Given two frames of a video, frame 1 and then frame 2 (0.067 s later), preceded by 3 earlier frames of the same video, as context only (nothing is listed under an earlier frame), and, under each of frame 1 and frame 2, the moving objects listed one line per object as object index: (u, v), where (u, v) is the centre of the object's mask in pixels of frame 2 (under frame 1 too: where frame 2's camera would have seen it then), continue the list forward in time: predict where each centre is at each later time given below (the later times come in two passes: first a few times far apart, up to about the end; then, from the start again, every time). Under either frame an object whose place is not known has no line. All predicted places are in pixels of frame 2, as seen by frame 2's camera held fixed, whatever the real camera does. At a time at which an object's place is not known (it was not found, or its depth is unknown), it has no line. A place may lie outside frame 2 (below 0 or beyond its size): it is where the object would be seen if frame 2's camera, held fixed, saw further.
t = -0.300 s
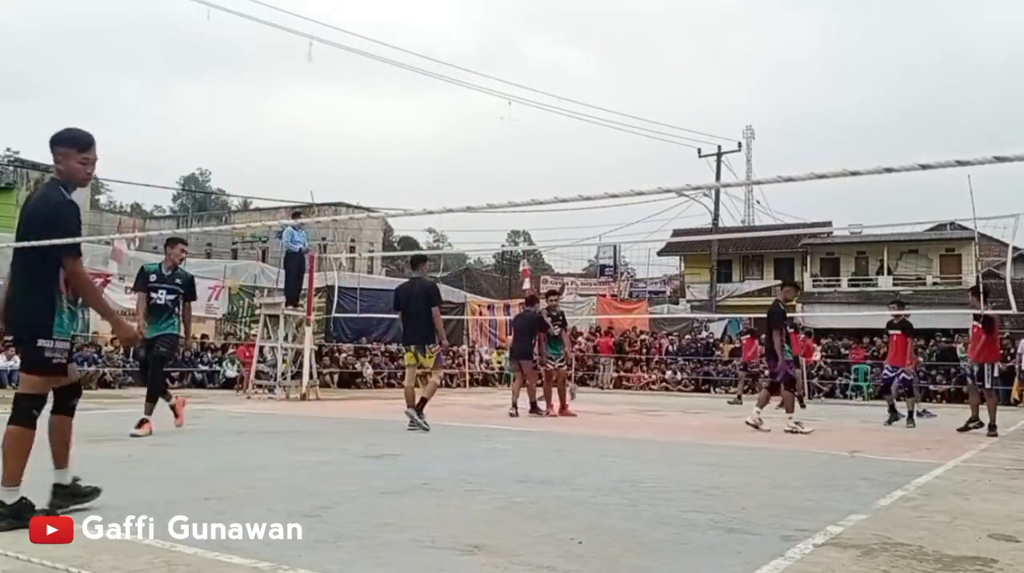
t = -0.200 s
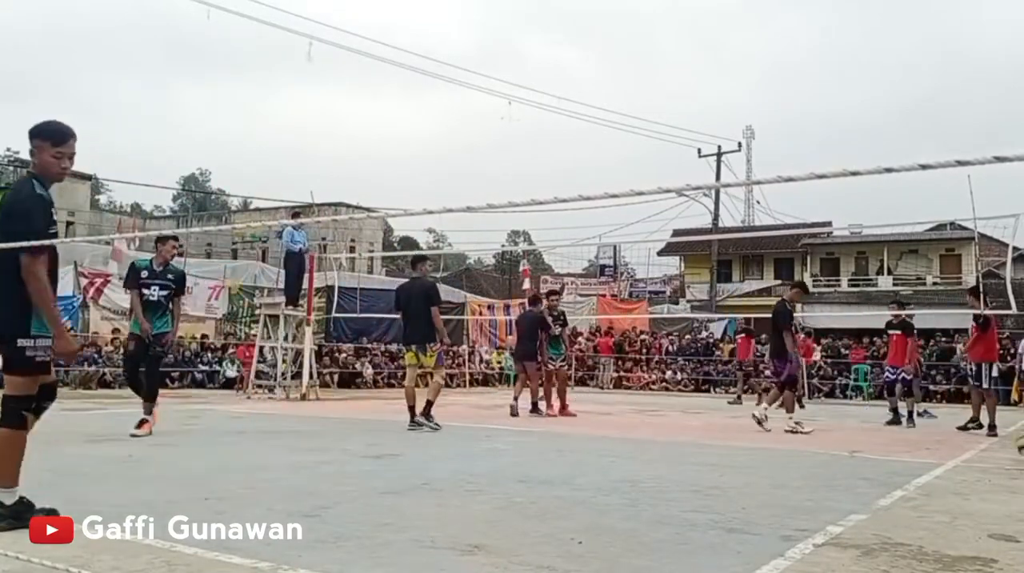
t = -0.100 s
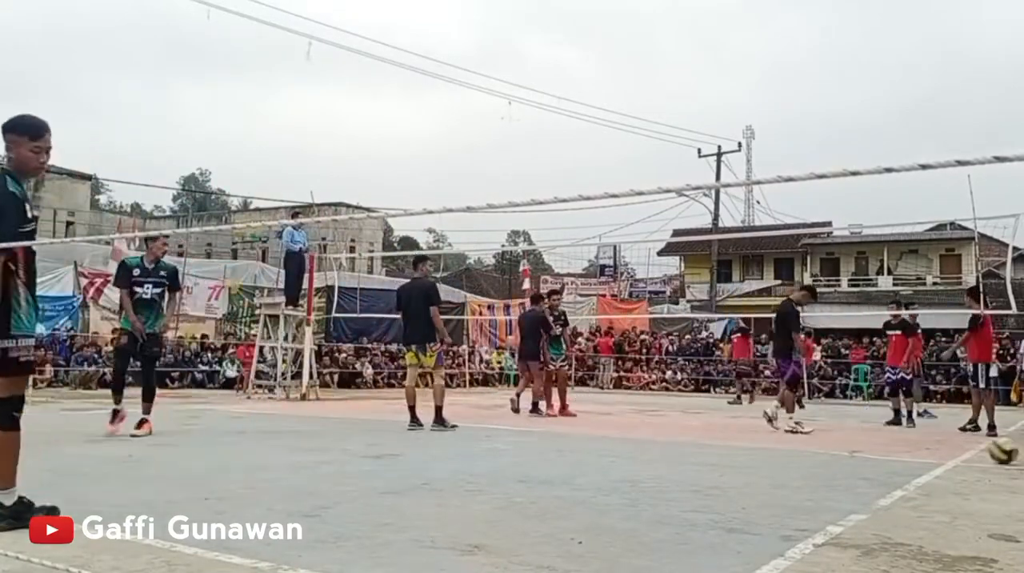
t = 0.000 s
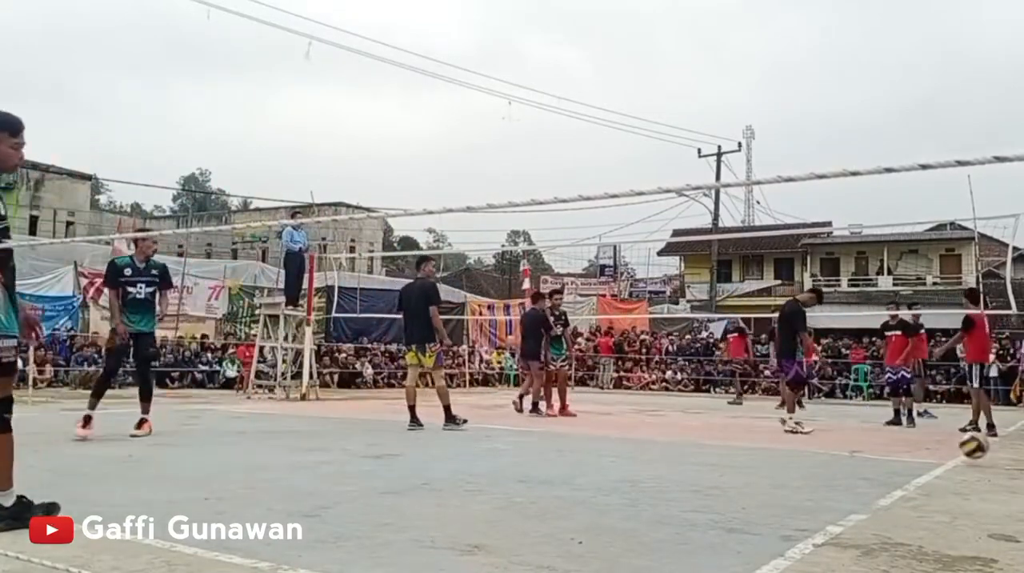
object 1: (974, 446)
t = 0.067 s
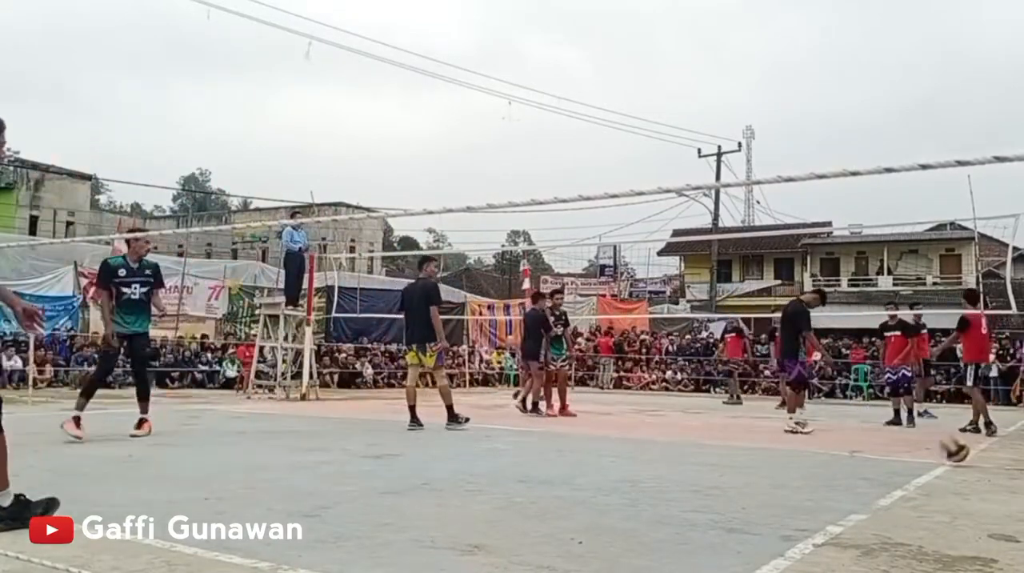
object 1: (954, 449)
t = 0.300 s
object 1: (881, 452)
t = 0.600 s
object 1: (781, 449)
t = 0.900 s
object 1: (666, 453)
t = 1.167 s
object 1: (558, 457)
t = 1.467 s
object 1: (424, 464)
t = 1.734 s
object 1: (288, 468)
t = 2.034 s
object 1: (115, 476)
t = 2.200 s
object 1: (16, 478)
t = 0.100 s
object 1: (944, 452)
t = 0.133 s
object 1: (933, 450)
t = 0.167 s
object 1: (924, 447)
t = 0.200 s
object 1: (914, 446)
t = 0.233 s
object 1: (904, 447)
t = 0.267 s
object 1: (891, 449)
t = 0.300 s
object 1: (881, 452)
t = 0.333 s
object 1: (870, 453)
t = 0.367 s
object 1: (860, 449)
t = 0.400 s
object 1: (849, 447)
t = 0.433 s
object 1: (838, 448)
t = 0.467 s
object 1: (826, 447)
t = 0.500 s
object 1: (815, 450)
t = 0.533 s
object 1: (803, 455)
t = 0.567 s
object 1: (791, 451)
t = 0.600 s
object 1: (781, 449)
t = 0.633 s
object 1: (768, 450)
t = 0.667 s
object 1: (754, 453)
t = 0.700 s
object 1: (743, 454)
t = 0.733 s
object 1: (730, 454)
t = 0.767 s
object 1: (718, 453)
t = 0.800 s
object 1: (705, 455)
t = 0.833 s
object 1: (693, 458)
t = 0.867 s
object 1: (678, 457)
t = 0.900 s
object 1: (666, 453)
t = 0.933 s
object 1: (653, 454)
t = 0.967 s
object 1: (640, 456)
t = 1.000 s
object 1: (627, 458)
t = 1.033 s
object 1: (615, 456)
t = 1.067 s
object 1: (599, 456)
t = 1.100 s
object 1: (586, 455)
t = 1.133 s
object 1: (572, 459)
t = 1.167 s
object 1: (558, 457)
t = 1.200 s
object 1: (544, 456)
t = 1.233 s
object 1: (530, 456)
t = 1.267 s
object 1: (515, 459)
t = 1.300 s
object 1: (501, 460)
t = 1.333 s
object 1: (485, 460)
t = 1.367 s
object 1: (470, 462)
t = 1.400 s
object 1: (455, 461)
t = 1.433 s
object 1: (439, 463)
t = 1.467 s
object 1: (424, 464)
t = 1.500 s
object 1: (407, 465)
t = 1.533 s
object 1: (391, 465)
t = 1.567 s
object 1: (374, 465)
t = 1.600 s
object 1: (357, 467)
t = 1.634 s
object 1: (340, 467)
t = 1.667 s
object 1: (323, 468)
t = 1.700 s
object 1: (305, 468)
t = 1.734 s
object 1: (288, 468)
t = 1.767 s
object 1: (269, 469)
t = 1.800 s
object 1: (251, 470)
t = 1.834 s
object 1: (232, 472)
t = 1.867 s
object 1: (213, 470)
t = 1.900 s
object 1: (195, 471)
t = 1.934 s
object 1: (175, 472)
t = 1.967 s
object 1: (156, 474)
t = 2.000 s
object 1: (136, 474)
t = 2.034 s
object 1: (115, 476)
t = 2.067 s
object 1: (94, 476)
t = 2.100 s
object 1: (73, 477)
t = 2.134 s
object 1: (52, 479)
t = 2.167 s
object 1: (31, 479)
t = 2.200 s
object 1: (16, 478)
